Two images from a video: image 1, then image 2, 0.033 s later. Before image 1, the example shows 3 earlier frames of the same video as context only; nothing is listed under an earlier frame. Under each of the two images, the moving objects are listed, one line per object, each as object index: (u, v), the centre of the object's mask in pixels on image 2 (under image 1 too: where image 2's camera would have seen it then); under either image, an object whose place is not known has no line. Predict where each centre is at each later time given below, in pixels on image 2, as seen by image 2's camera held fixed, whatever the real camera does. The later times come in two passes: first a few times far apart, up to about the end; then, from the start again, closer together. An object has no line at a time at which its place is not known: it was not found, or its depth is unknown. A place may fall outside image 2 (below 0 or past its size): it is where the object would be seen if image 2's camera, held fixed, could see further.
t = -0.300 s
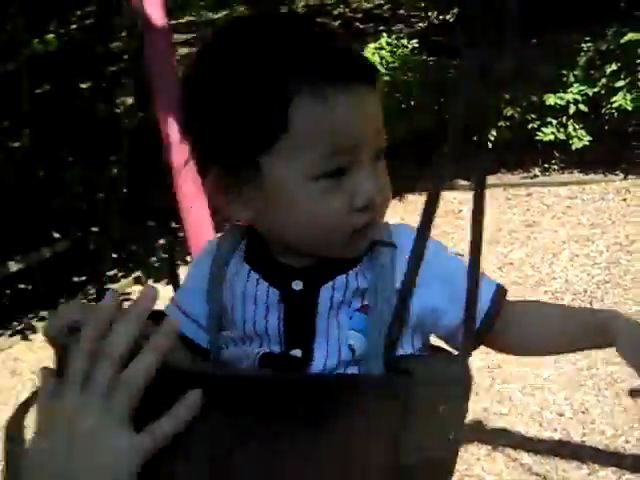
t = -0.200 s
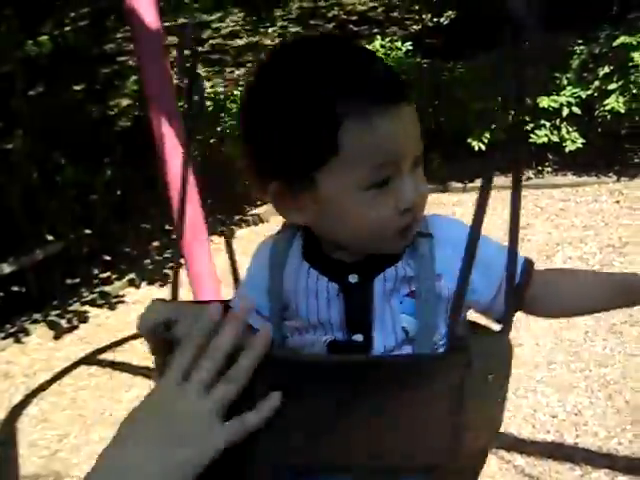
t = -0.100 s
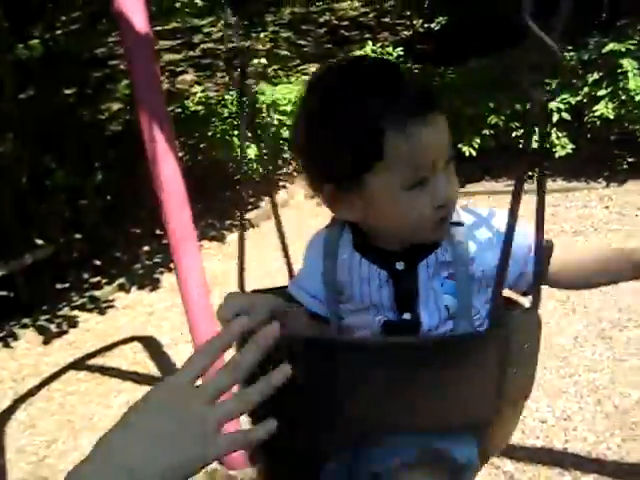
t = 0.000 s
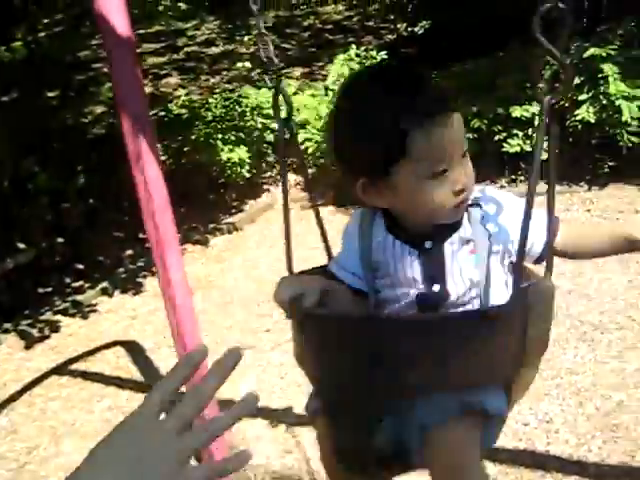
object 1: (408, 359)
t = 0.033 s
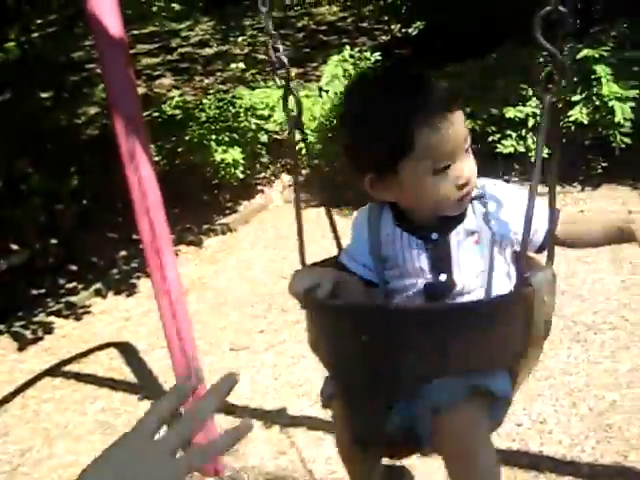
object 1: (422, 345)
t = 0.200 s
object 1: (484, 280)
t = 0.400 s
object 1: (525, 212)
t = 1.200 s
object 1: (478, 255)
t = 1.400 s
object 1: (402, 322)
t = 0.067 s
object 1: (437, 329)
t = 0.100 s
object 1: (453, 319)
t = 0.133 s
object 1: (464, 307)
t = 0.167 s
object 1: (474, 293)
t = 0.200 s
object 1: (484, 280)
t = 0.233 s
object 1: (493, 267)
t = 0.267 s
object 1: (501, 256)
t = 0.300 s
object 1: (508, 244)
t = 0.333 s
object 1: (516, 232)
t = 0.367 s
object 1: (520, 222)
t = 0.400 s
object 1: (525, 212)
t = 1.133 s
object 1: (493, 232)
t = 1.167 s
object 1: (485, 244)
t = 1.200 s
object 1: (478, 255)
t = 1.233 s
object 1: (470, 268)
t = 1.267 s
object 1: (460, 277)
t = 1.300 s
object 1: (448, 290)
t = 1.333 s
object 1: (428, 299)
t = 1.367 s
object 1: (417, 305)
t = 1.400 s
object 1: (402, 322)
